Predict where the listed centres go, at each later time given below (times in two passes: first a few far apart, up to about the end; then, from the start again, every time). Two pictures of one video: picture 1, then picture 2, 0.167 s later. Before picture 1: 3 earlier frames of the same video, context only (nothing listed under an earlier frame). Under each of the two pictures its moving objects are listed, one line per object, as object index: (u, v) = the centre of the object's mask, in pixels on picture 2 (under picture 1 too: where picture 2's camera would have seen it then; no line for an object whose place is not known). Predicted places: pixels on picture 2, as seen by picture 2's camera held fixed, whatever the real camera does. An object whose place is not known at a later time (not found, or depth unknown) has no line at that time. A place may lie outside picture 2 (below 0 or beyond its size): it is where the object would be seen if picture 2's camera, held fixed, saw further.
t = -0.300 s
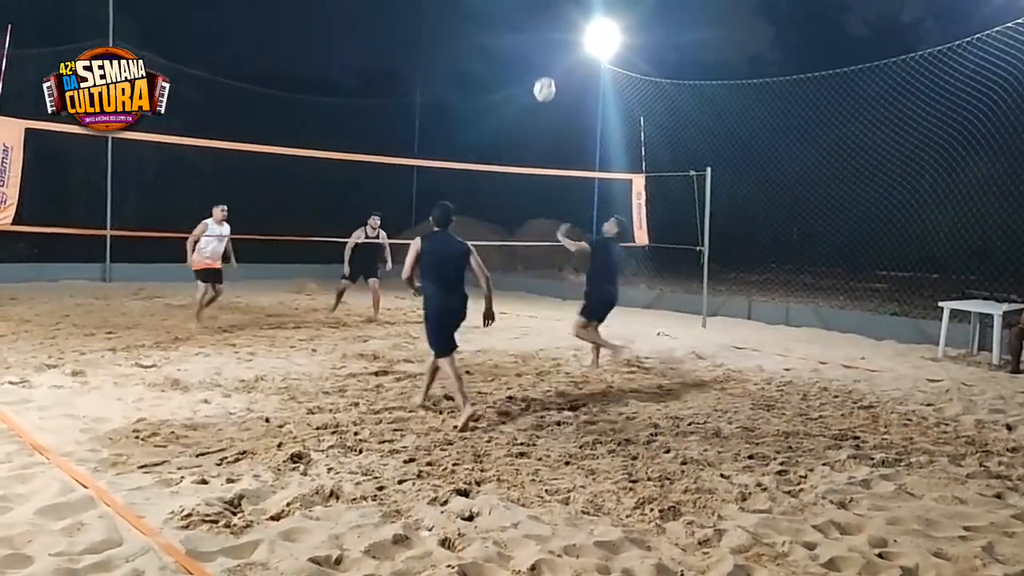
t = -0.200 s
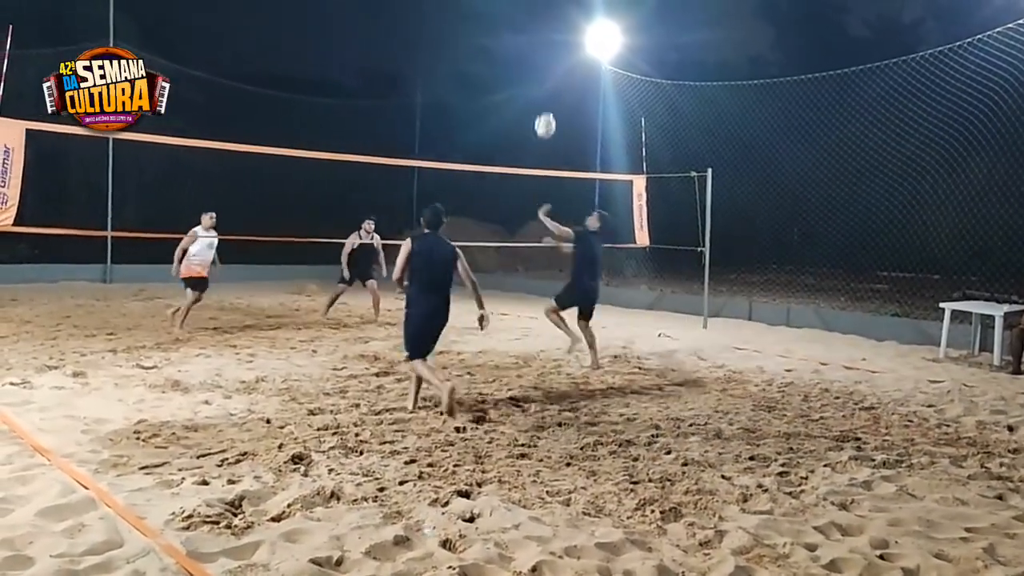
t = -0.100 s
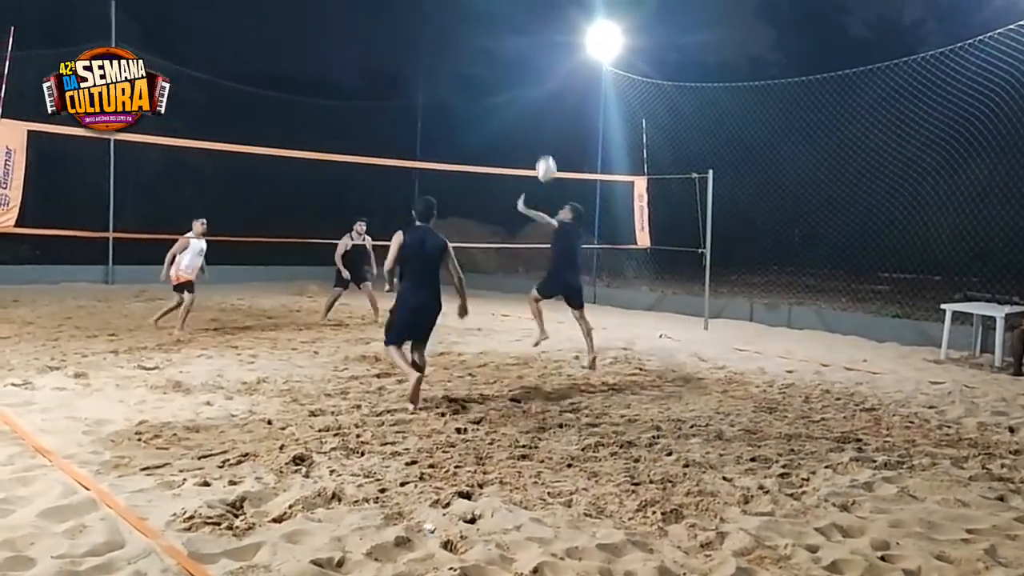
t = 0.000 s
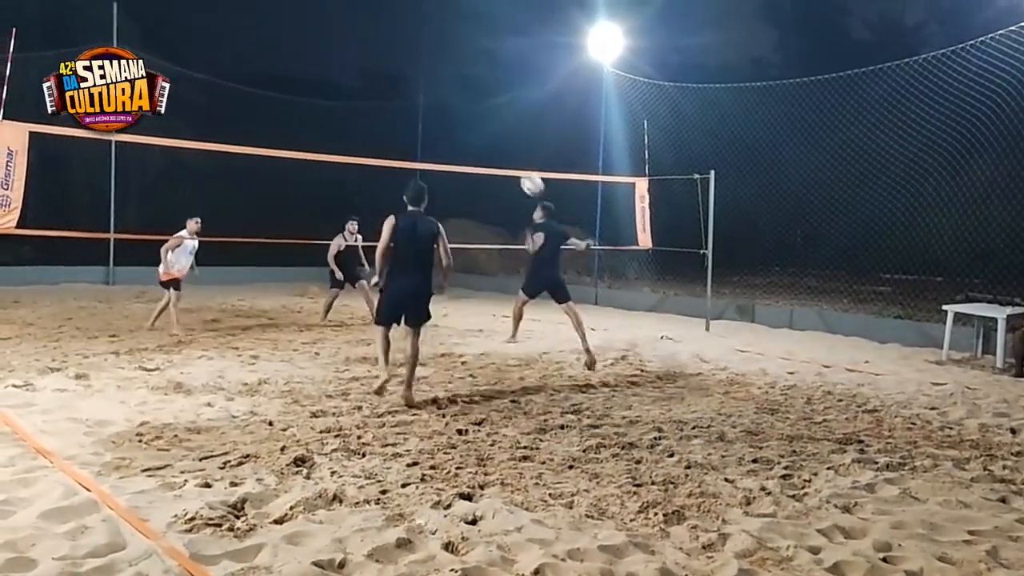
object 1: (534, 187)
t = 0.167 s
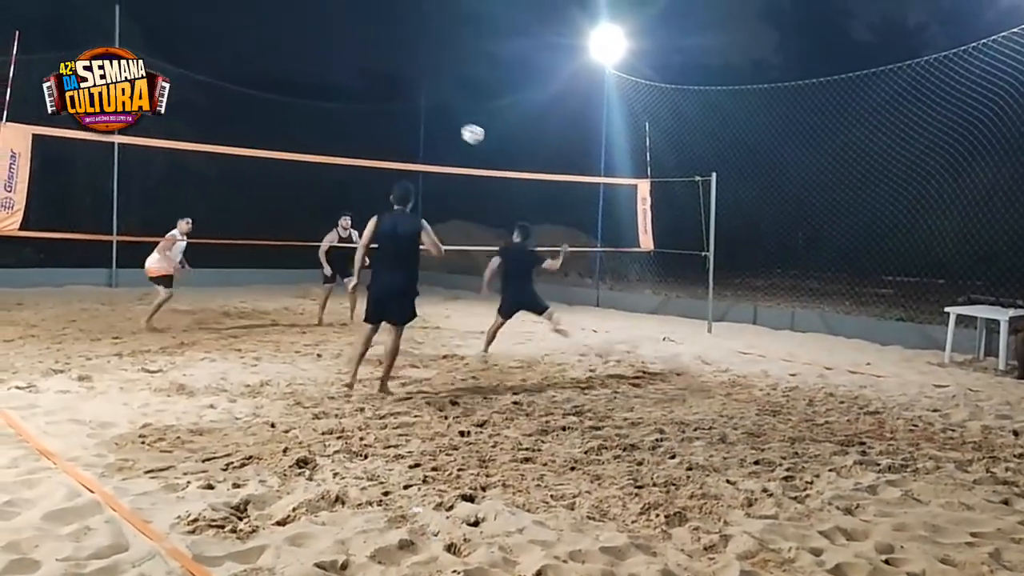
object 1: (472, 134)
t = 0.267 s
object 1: (438, 116)
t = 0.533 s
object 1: (354, 109)
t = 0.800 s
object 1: (281, 152)
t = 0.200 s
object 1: (461, 127)
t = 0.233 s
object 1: (449, 121)
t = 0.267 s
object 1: (438, 116)
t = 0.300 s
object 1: (427, 112)
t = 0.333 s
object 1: (416, 109)
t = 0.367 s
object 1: (405, 107)
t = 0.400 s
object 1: (394, 106)
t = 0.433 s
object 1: (384, 105)
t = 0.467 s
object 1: (374, 105)
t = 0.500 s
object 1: (364, 107)
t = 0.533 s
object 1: (354, 109)
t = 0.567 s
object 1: (344, 112)
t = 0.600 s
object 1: (334, 116)
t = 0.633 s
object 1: (325, 121)
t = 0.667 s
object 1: (316, 126)
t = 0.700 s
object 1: (307, 131)
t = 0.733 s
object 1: (298, 138)
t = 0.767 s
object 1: (289, 144)
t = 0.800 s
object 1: (281, 152)
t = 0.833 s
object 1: (272, 163)
